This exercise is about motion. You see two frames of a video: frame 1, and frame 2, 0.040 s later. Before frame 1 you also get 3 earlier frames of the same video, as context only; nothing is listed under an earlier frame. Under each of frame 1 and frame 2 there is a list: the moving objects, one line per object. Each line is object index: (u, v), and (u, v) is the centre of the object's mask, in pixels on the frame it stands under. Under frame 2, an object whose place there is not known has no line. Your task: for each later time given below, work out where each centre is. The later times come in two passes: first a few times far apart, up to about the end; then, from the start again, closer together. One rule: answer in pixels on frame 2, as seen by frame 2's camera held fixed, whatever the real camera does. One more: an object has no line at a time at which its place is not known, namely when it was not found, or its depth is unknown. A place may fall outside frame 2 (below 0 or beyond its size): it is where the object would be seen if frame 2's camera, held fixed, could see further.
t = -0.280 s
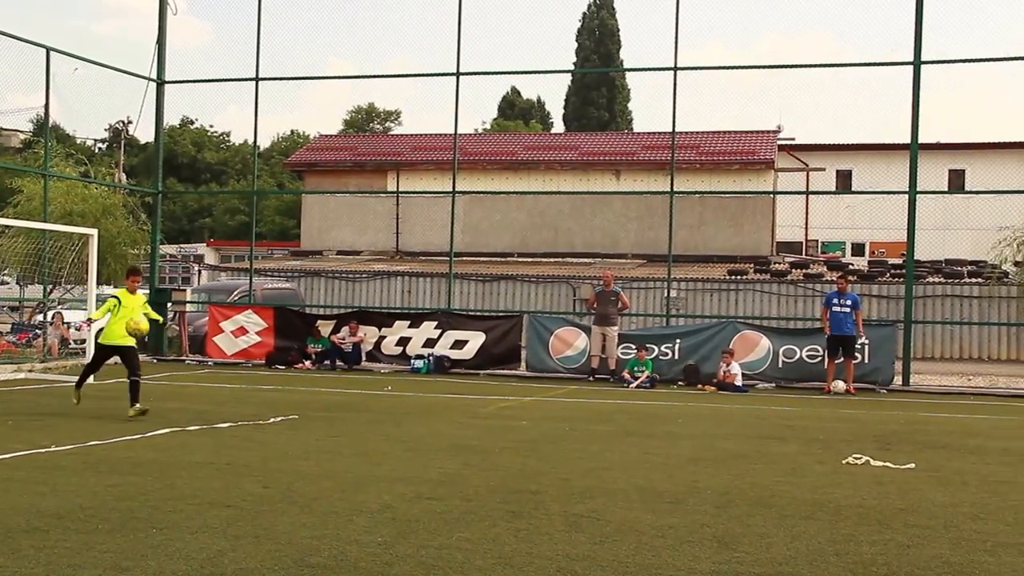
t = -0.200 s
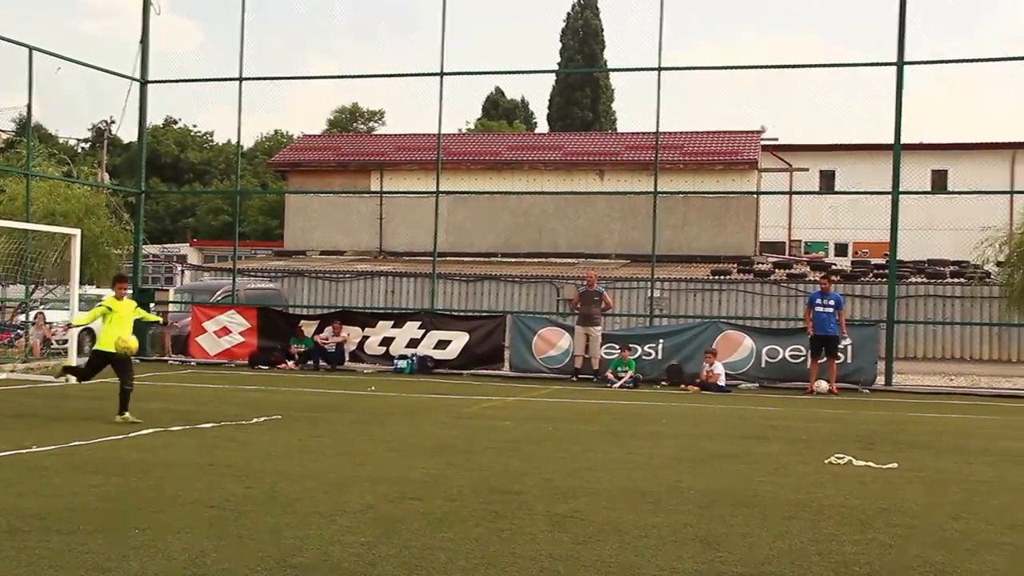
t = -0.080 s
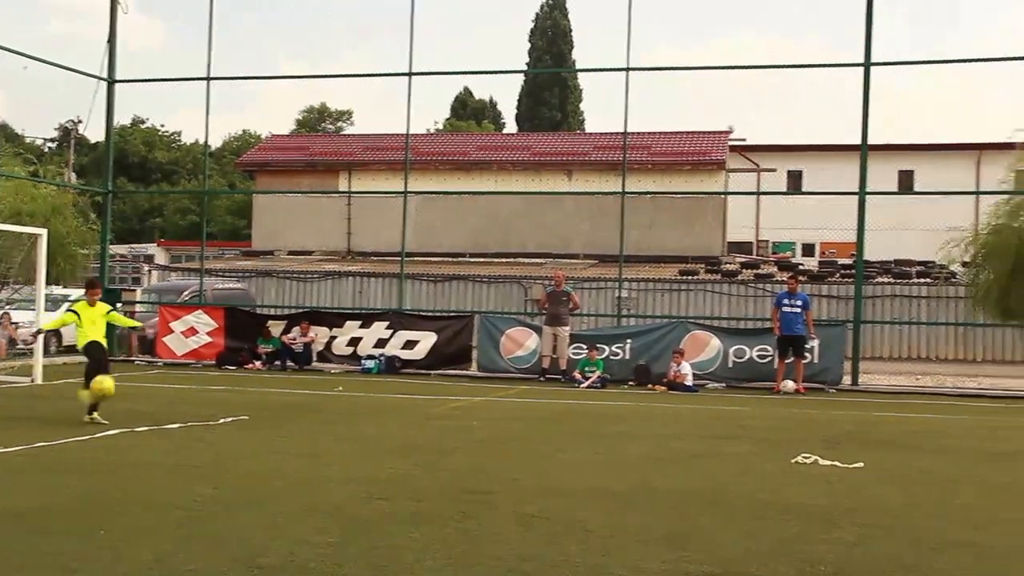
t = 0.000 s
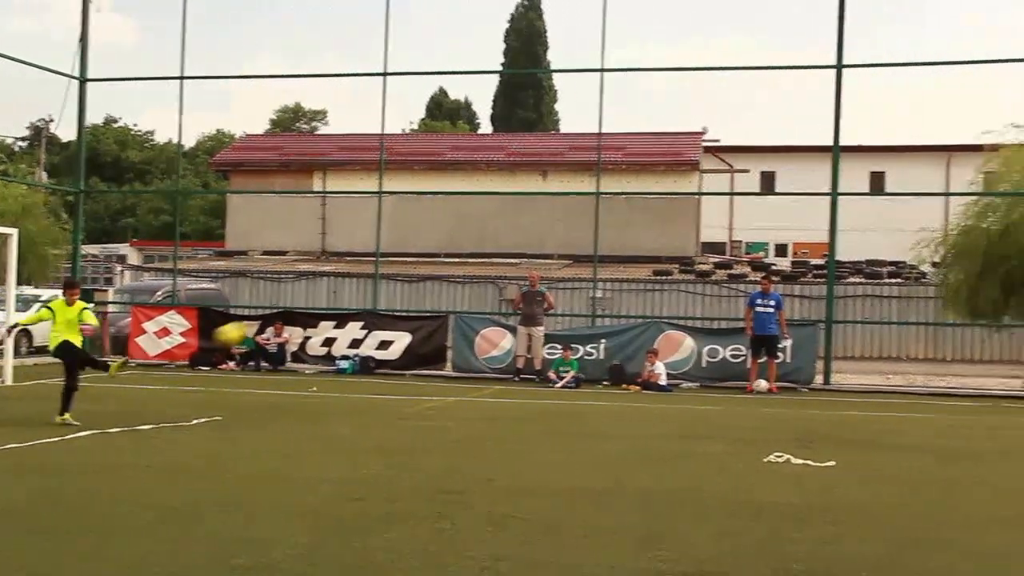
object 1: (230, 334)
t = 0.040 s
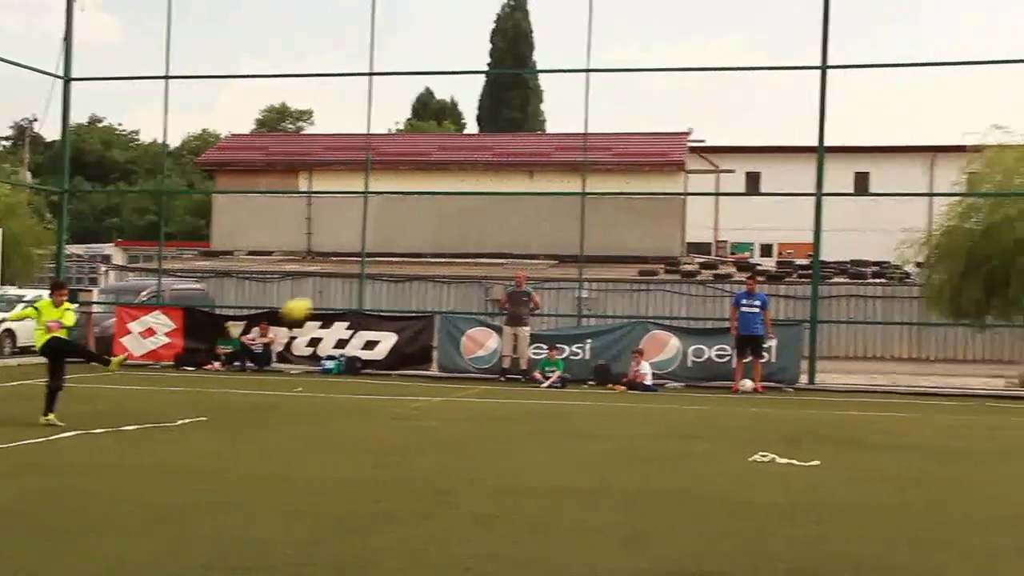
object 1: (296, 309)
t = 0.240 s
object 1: (674, 226)
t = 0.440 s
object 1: (1019, 202)
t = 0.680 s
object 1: (1410, 242)
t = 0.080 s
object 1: (376, 286)
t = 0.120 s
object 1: (452, 266)
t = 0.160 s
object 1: (528, 250)
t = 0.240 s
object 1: (674, 226)
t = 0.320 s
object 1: (813, 212)
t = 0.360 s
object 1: (882, 207)
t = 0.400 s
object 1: (950, 204)
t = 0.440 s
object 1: (1019, 202)
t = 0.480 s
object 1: (1086, 204)
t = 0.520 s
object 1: (1151, 208)
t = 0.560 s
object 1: (1216, 214)
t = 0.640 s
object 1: (1347, 231)
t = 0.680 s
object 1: (1410, 242)
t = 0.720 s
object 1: (1474, 255)
